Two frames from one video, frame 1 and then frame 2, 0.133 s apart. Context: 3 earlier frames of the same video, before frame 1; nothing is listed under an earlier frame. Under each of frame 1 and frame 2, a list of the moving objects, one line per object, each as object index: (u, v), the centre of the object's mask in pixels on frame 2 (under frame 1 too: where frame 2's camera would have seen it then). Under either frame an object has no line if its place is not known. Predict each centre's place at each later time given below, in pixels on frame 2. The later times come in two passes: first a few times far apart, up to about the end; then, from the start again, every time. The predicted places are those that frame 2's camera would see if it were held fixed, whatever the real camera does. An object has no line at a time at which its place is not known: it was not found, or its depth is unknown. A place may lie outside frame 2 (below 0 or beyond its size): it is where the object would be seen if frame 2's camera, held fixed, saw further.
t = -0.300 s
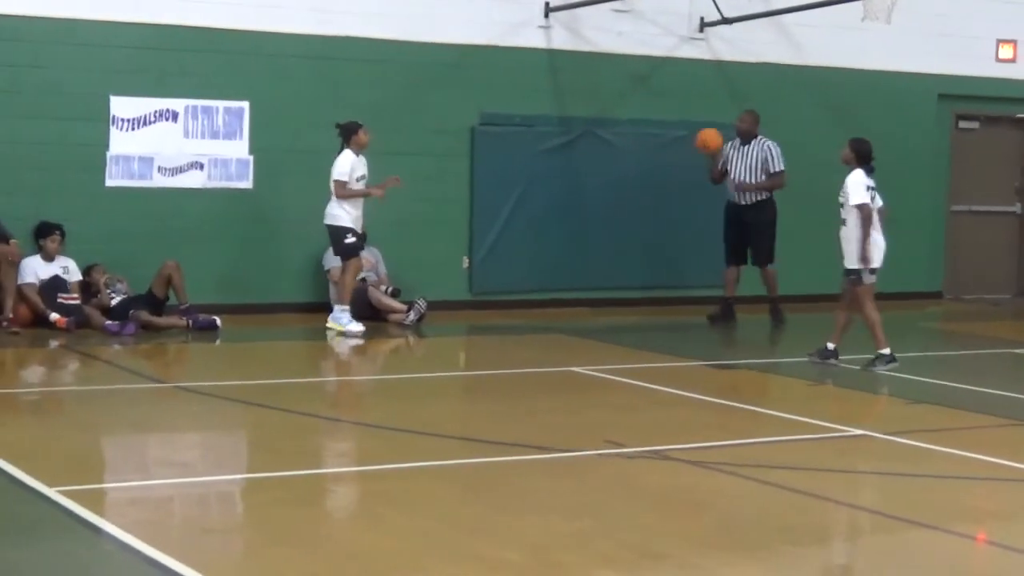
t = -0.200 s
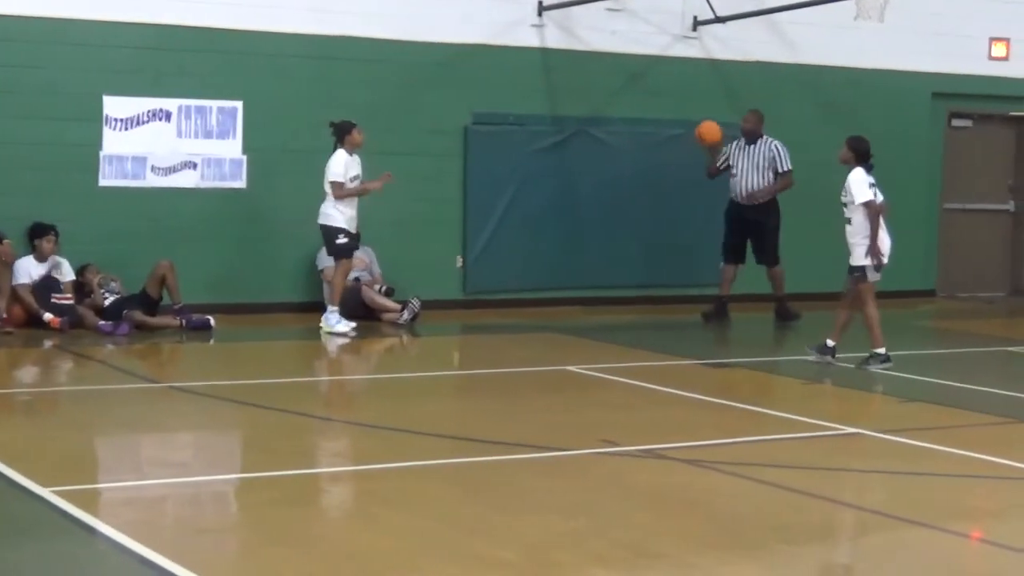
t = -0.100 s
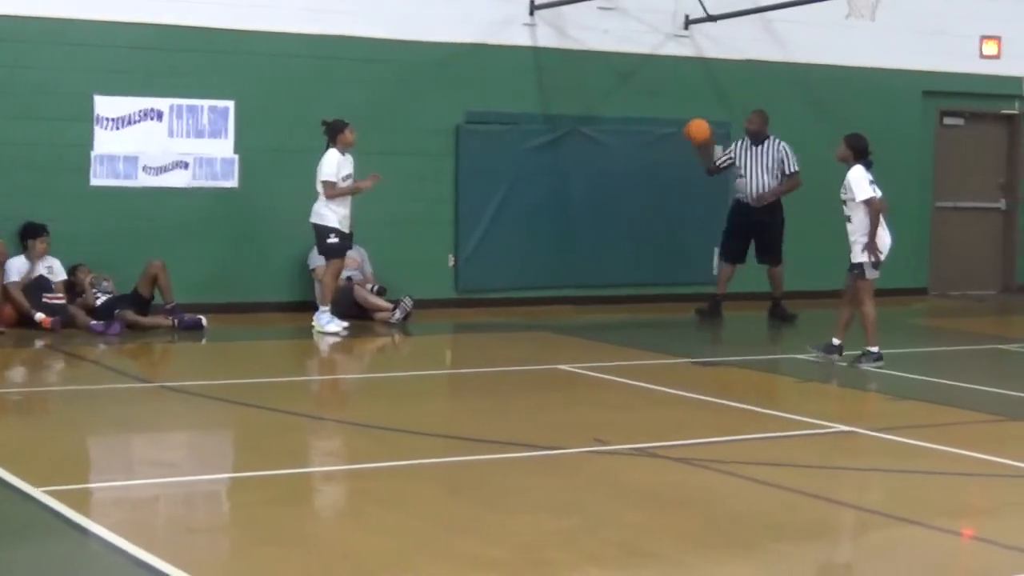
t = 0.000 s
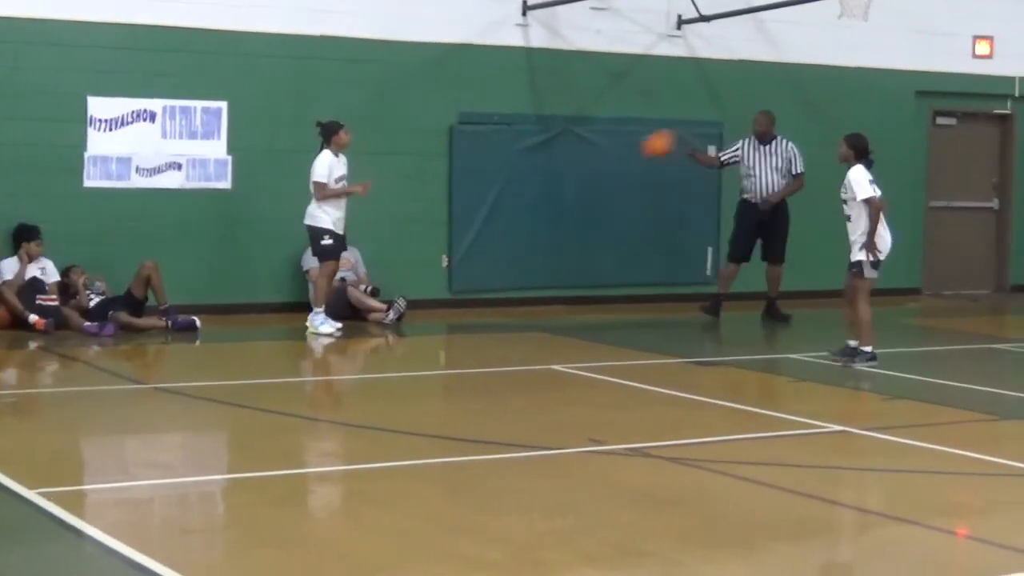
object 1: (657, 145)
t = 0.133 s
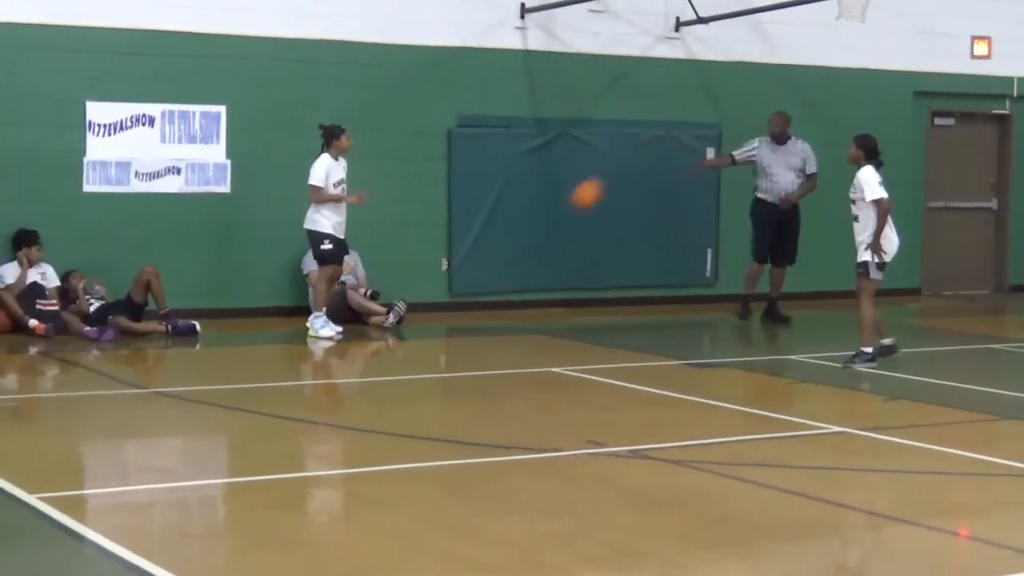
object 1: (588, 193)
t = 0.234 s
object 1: (535, 243)
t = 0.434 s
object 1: (451, 271)
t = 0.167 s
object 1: (570, 209)
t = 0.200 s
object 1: (553, 225)
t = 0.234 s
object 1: (535, 243)
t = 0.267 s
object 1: (517, 262)
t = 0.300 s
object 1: (499, 282)
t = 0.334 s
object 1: (480, 305)
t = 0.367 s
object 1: (467, 305)
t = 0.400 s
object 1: (460, 289)
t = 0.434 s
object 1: (451, 271)
